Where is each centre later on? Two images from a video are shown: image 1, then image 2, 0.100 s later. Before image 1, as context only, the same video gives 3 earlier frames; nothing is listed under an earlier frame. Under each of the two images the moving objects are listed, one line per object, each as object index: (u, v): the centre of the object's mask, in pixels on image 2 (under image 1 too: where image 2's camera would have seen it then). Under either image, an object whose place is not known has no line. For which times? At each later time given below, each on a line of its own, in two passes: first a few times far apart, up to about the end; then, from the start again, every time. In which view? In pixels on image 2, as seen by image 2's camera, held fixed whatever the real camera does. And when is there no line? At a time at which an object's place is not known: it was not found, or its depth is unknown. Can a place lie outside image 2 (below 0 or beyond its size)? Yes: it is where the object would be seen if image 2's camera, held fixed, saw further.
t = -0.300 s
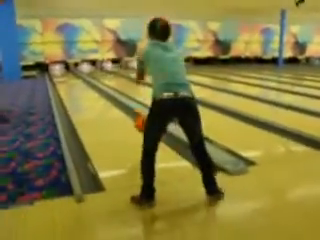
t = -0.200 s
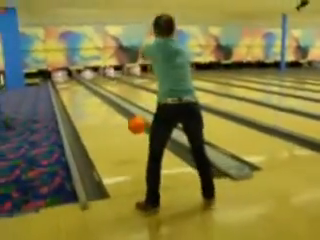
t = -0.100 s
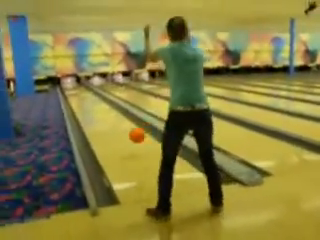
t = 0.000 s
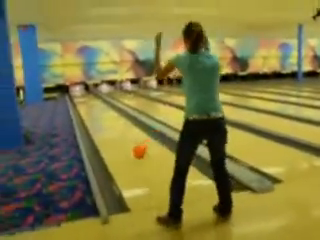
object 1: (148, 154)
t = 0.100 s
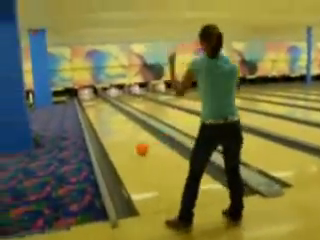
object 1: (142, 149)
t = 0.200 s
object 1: (136, 143)
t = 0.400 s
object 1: (128, 135)
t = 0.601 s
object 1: (121, 127)
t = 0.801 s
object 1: (117, 122)
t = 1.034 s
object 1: (111, 117)
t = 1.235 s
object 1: (108, 115)
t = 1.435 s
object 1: (105, 112)
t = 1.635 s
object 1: (102, 109)
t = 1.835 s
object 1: (100, 106)
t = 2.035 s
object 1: (100, 105)
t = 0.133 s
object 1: (139, 146)
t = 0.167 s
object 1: (138, 145)
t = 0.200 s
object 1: (136, 143)
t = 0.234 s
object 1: (135, 142)
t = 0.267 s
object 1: (133, 141)
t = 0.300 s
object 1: (132, 139)
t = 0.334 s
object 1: (130, 138)
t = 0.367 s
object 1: (129, 137)
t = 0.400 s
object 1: (128, 135)
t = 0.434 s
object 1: (126, 133)
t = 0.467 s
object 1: (125, 132)
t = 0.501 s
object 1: (124, 130)
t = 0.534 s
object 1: (123, 129)
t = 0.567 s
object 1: (122, 127)
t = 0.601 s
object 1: (121, 127)
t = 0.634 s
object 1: (120, 126)
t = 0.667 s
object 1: (119, 125)
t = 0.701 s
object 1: (118, 124)
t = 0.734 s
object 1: (117, 123)
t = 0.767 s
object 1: (117, 122)
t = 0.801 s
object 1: (117, 122)
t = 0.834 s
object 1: (116, 122)
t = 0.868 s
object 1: (115, 121)
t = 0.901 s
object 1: (114, 120)
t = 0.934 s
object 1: (114, 119)
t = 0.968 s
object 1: (113, 118)
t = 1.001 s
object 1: (112, 118)
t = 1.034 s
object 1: (111, 117)
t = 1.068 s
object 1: (111, 116)
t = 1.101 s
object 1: (111, 116)
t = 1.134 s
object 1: (110, 116)
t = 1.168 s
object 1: (109, 116)
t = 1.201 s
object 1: (109, 115)
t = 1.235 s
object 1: (108, 115)
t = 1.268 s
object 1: (108, 113)
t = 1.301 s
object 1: (108, 113)
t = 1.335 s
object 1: (107, 113)
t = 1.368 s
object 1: (107, 113)
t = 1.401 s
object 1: (106, 112)
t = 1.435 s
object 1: (105, 112)
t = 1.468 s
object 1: (104, 111)
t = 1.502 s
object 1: (104, 110)
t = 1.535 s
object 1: (104, 110)
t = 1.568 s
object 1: (103, 110)
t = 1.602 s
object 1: (102, 110)
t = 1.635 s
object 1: (102, 109)
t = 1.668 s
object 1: (102, 109)
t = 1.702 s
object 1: (102, 109)
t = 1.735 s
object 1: (102, 108)
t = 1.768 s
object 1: (101, 107)
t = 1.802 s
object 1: (100, 106)
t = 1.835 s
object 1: (100, 106)
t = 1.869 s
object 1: (100, 106)
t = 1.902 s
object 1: (100, 106)
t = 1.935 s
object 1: (100, 106)
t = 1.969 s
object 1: (100, 106)
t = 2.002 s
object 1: (99, 106)
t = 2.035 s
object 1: (100, 105)
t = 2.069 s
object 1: (100, 105)
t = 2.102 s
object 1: (99, 105)
